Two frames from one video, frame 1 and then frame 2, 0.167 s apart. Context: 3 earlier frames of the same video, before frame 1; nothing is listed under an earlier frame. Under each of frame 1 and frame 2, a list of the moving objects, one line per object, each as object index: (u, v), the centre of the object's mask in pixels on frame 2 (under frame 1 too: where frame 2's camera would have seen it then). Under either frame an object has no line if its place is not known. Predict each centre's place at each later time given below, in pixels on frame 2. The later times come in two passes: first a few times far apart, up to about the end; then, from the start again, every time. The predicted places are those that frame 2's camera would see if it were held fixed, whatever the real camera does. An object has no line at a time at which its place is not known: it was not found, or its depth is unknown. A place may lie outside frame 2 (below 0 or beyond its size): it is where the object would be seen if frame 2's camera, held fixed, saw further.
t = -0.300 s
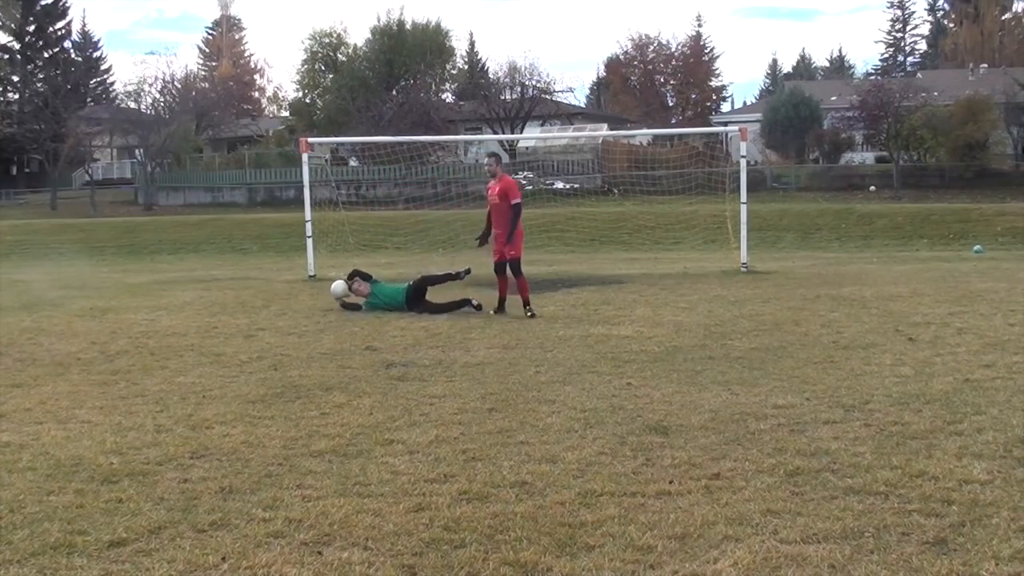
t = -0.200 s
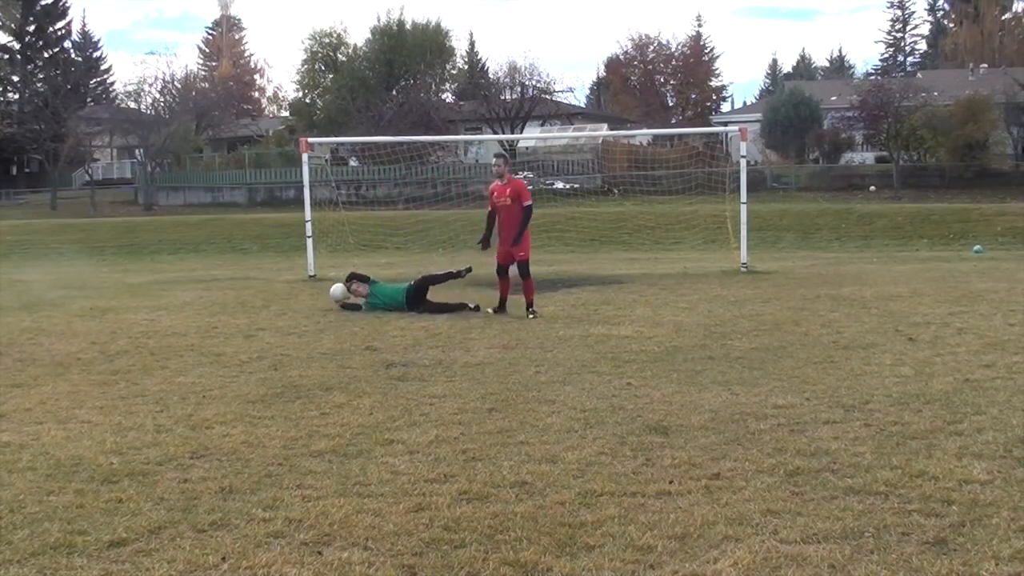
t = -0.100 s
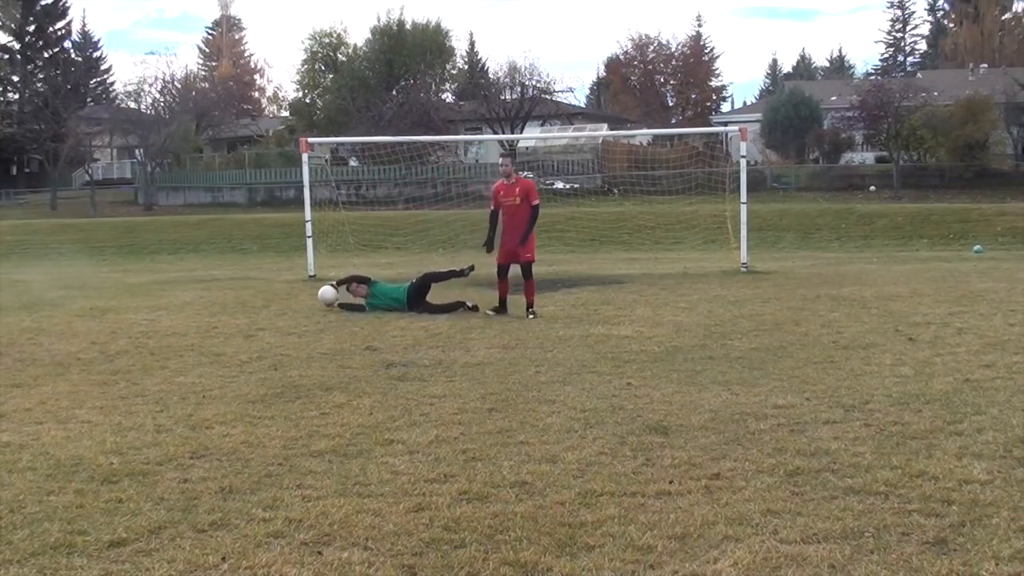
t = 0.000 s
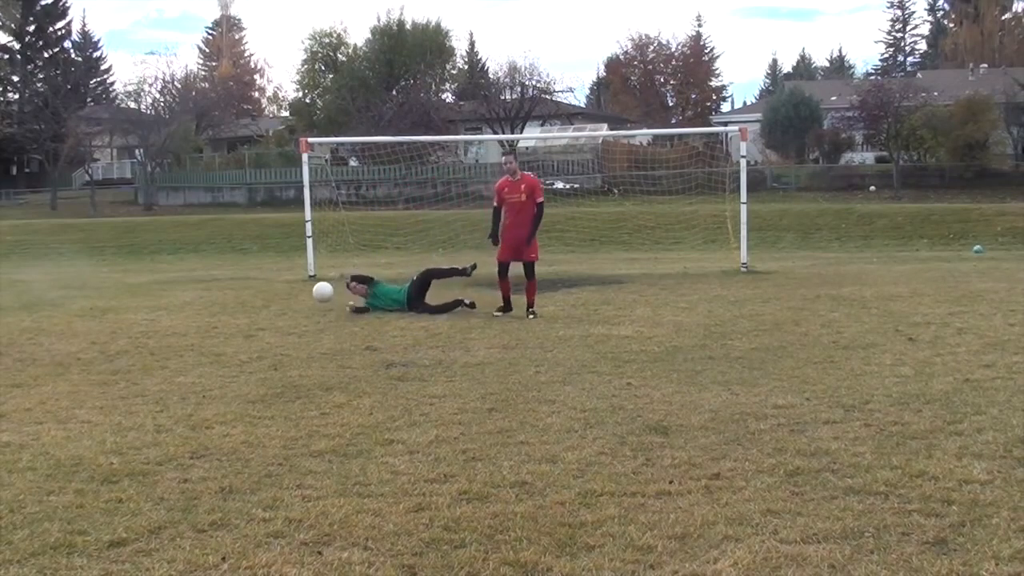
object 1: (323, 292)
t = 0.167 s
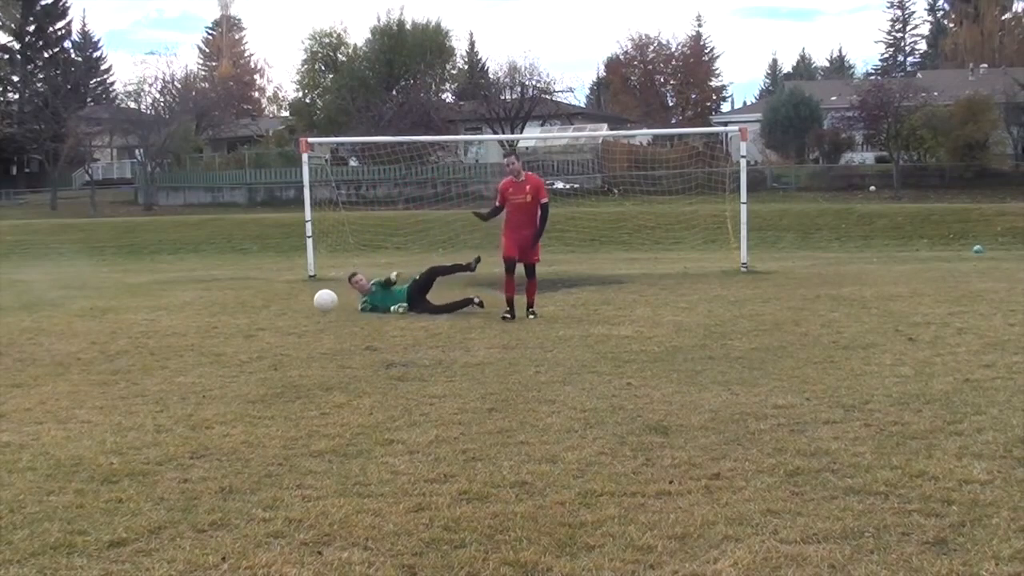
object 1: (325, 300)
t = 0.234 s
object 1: (328, 313)
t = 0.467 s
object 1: (333, 341)
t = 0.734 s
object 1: (340, 405)
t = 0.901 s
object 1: (341, 406)
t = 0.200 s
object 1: (326, 306)
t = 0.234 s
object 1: (328, 313)
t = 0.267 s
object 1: (329, 322)
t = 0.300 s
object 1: (330, 333)
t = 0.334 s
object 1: (331, 346)
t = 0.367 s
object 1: (332, 345)
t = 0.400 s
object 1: (332, 342)
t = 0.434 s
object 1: (333, 341)
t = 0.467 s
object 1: (333, 341)
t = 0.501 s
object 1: (333, 342)
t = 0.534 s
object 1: (334, 345)
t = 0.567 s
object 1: (335, 350)
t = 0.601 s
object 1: (336, 357)
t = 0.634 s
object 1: (337, 365)
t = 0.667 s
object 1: (338, 378)
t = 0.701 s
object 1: (339, 393)
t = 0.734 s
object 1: (340, 405)
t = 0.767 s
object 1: (340, 402)
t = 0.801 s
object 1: (341, 399)
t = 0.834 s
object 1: (341, 399)
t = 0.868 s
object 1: (341, 401)
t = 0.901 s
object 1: (341, 406)
